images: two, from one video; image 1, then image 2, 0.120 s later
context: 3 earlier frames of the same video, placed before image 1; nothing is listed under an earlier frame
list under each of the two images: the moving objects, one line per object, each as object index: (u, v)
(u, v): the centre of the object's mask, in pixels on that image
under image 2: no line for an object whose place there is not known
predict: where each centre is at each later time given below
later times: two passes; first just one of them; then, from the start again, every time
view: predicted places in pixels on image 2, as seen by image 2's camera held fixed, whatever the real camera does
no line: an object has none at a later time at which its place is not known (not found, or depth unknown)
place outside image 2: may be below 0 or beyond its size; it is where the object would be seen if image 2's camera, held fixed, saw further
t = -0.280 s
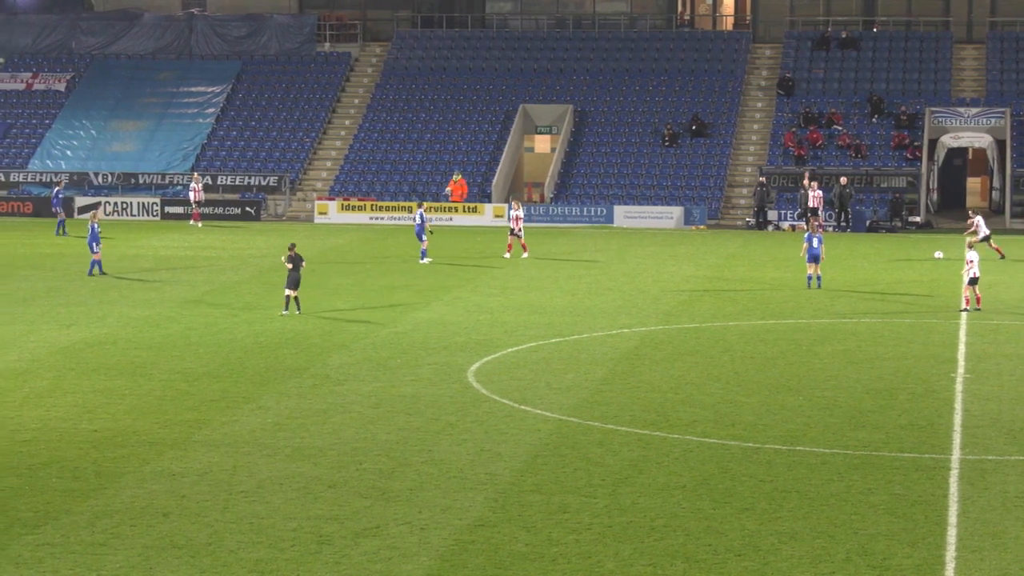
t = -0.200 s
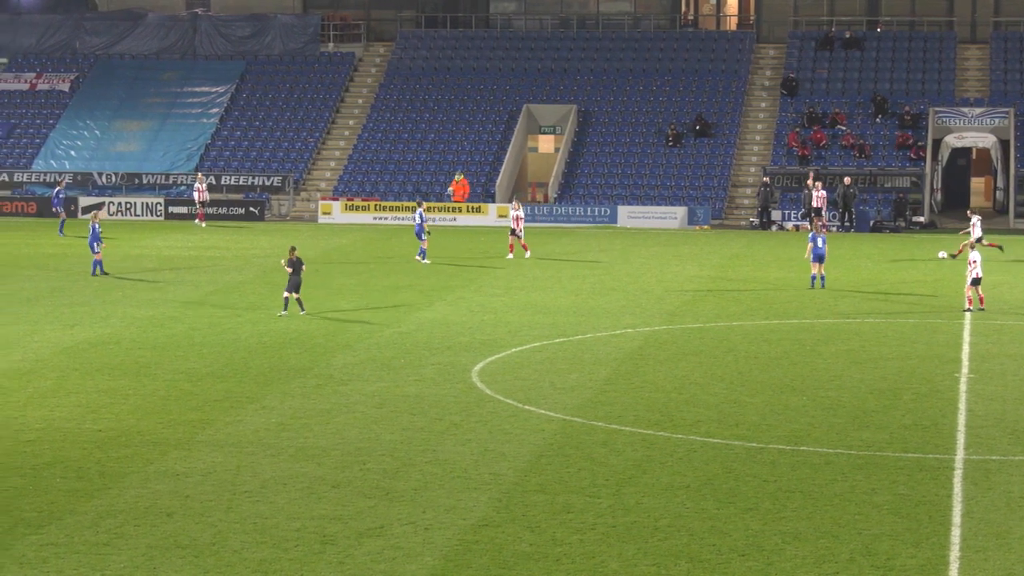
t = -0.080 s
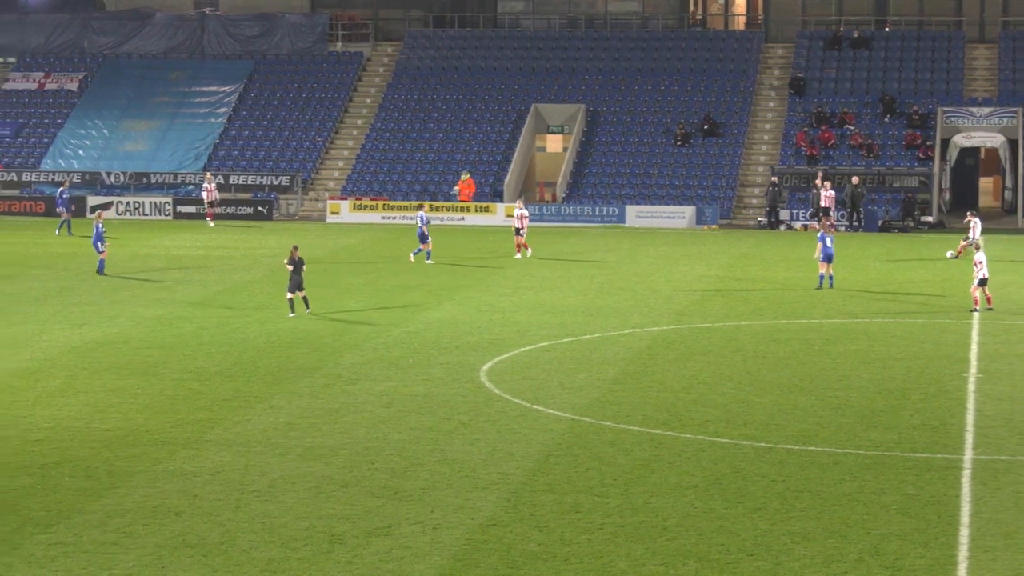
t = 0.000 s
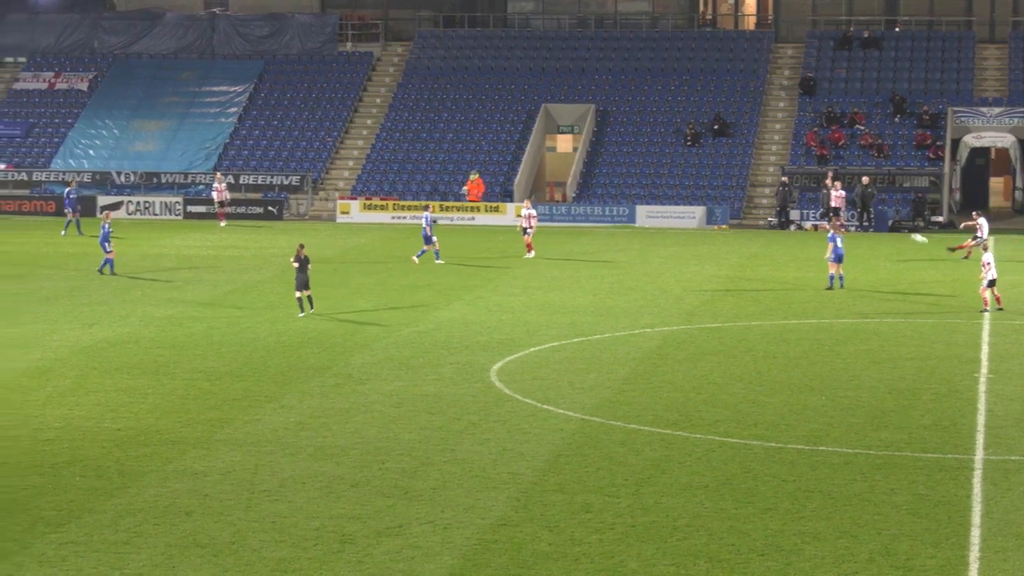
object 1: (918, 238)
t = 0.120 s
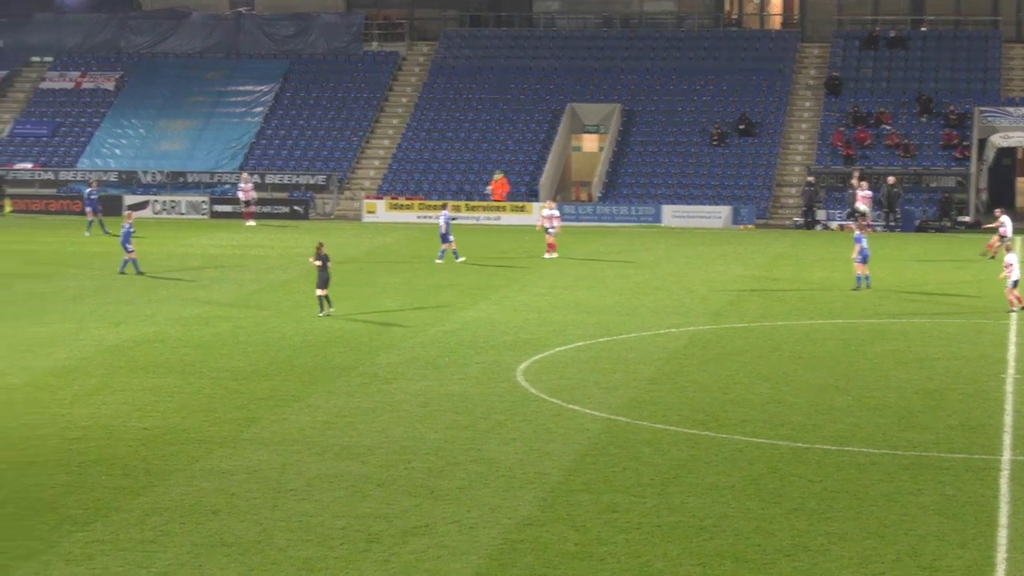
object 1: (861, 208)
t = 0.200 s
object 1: (812, 190)
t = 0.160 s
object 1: (836, 198)
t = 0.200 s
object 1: (812, 190)
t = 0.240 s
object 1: (788, 183)
